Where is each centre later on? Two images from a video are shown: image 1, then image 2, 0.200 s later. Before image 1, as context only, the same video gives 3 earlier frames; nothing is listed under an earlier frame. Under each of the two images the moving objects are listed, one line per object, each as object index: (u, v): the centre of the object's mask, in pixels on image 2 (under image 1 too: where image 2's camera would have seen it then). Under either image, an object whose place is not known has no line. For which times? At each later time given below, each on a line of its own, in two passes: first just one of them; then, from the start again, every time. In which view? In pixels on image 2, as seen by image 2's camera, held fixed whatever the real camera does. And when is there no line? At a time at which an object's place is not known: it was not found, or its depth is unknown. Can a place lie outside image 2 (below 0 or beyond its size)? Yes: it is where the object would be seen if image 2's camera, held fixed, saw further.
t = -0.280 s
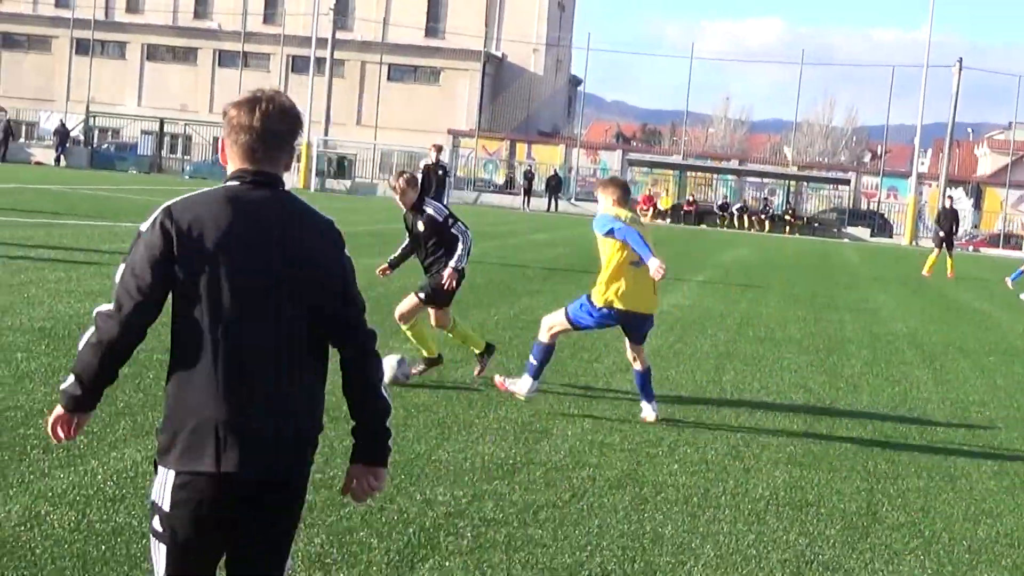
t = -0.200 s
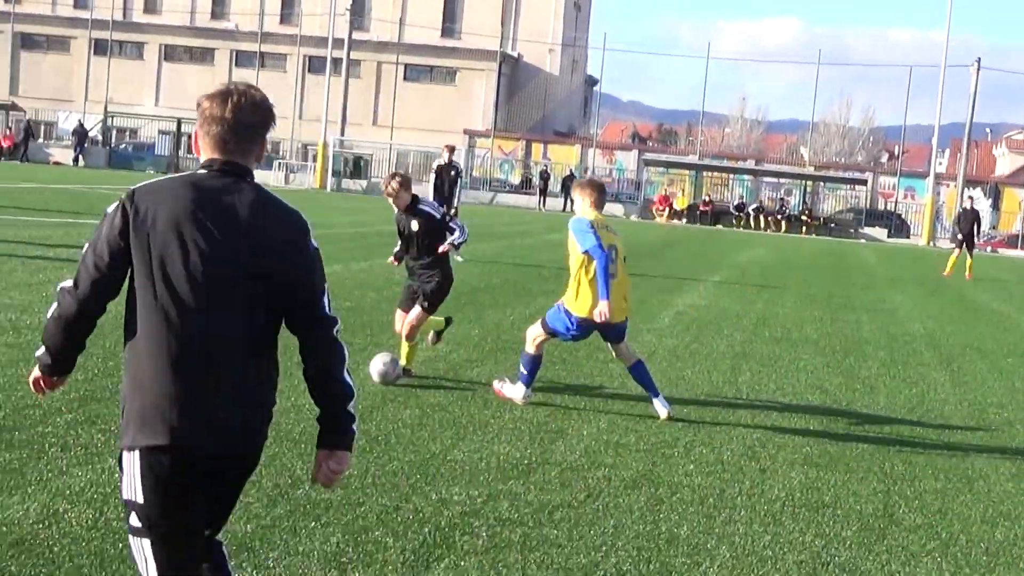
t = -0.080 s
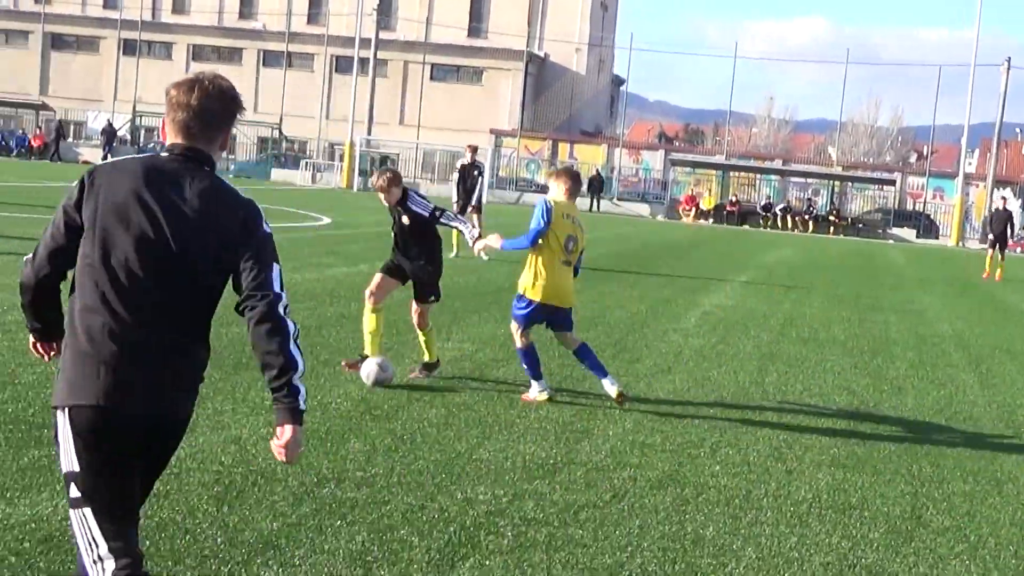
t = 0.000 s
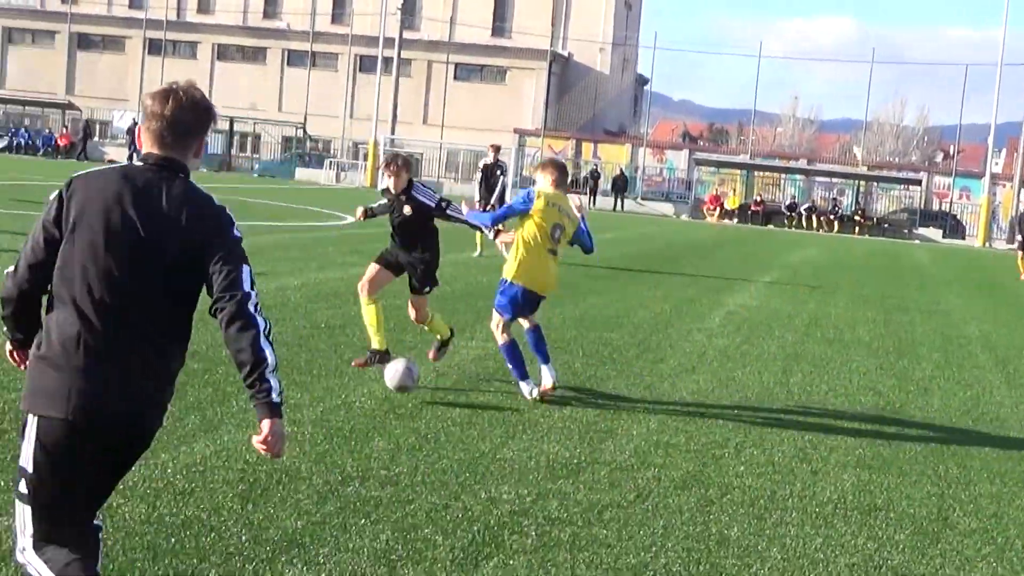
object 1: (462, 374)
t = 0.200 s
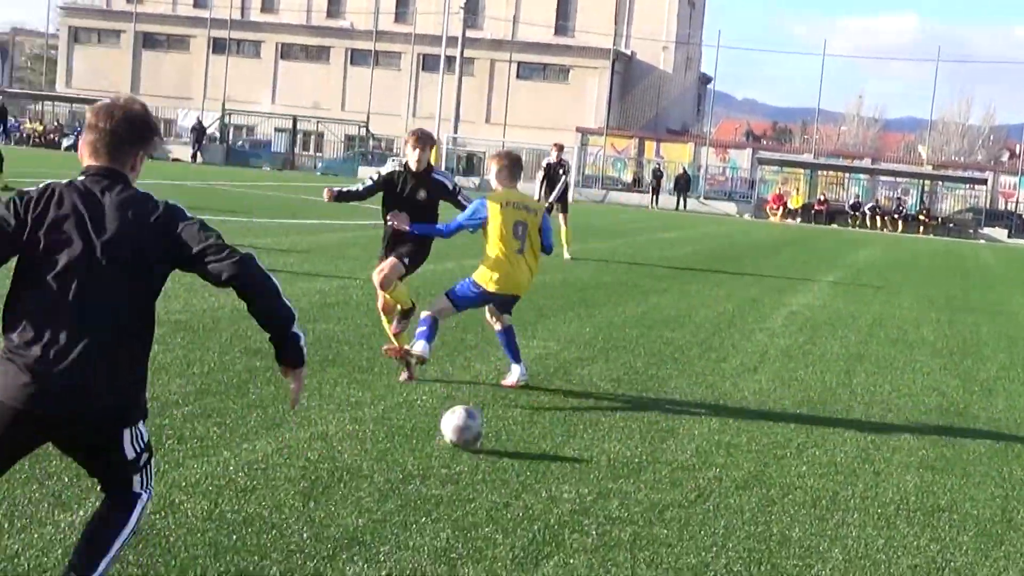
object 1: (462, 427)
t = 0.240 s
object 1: (460, 431)
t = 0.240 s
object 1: (460, 431)
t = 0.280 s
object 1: (459, 440)
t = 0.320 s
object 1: (457, 454)
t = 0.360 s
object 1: (456, 473)
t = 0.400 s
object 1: (454, 486)
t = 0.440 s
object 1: (450, 493)
